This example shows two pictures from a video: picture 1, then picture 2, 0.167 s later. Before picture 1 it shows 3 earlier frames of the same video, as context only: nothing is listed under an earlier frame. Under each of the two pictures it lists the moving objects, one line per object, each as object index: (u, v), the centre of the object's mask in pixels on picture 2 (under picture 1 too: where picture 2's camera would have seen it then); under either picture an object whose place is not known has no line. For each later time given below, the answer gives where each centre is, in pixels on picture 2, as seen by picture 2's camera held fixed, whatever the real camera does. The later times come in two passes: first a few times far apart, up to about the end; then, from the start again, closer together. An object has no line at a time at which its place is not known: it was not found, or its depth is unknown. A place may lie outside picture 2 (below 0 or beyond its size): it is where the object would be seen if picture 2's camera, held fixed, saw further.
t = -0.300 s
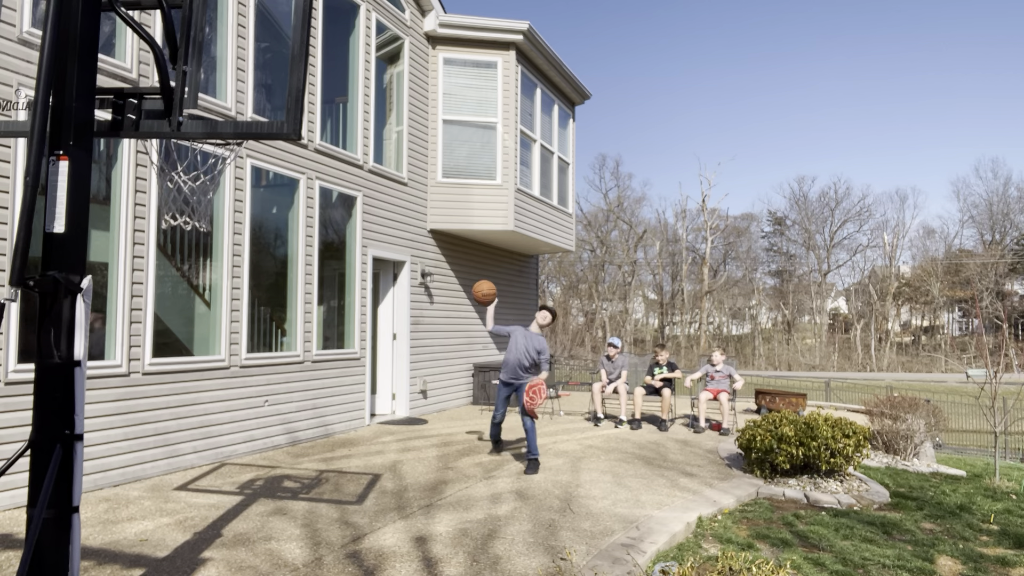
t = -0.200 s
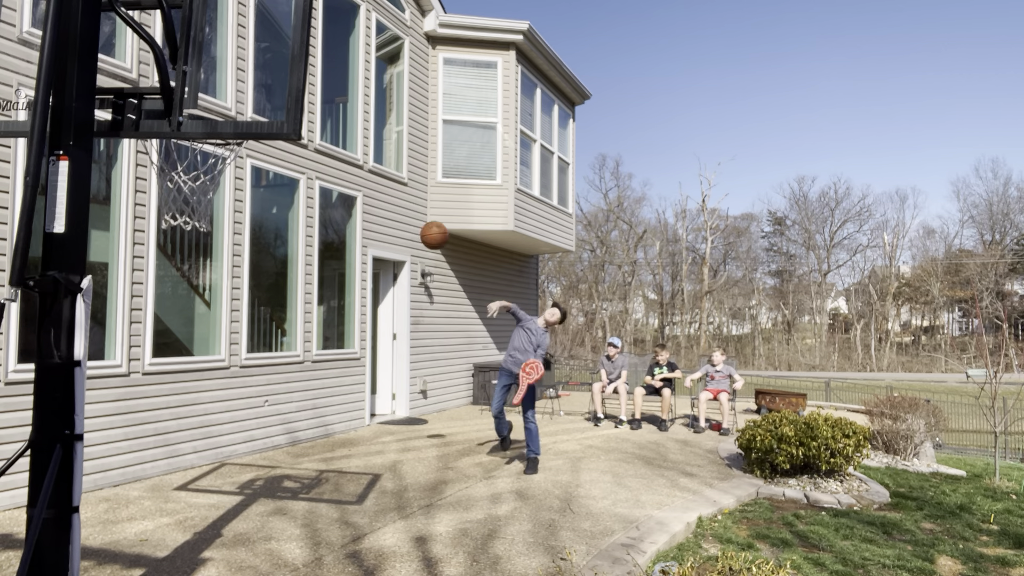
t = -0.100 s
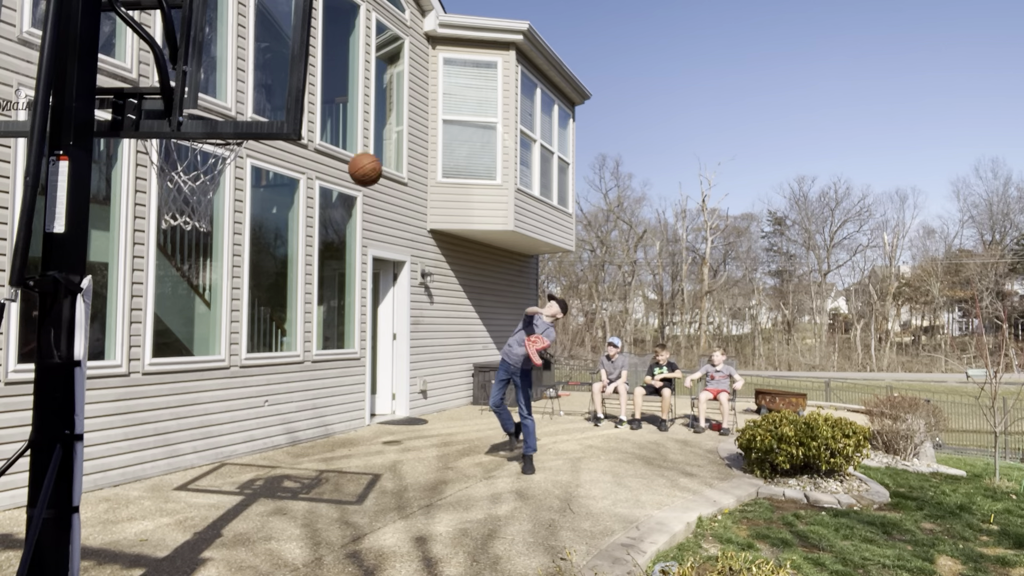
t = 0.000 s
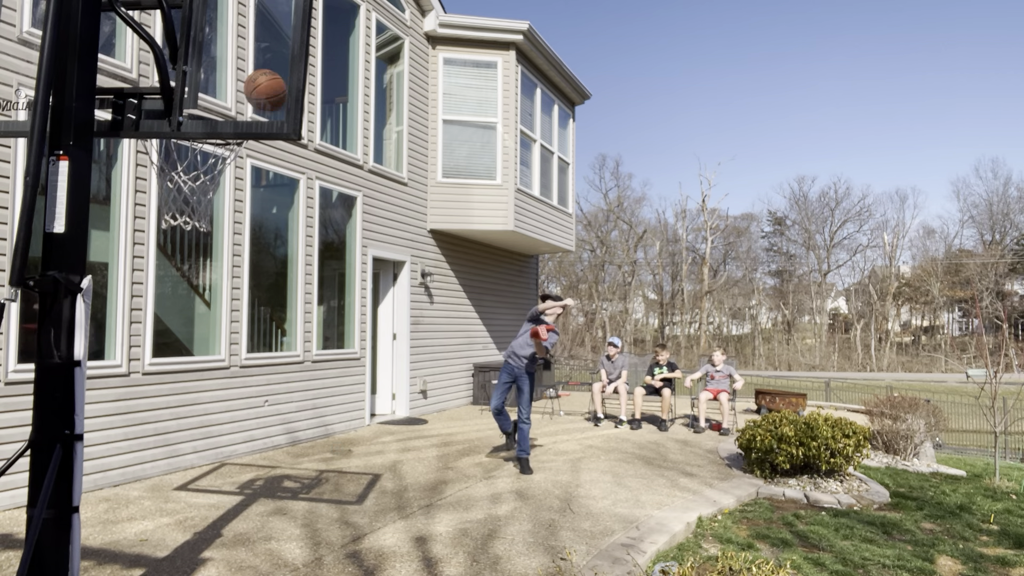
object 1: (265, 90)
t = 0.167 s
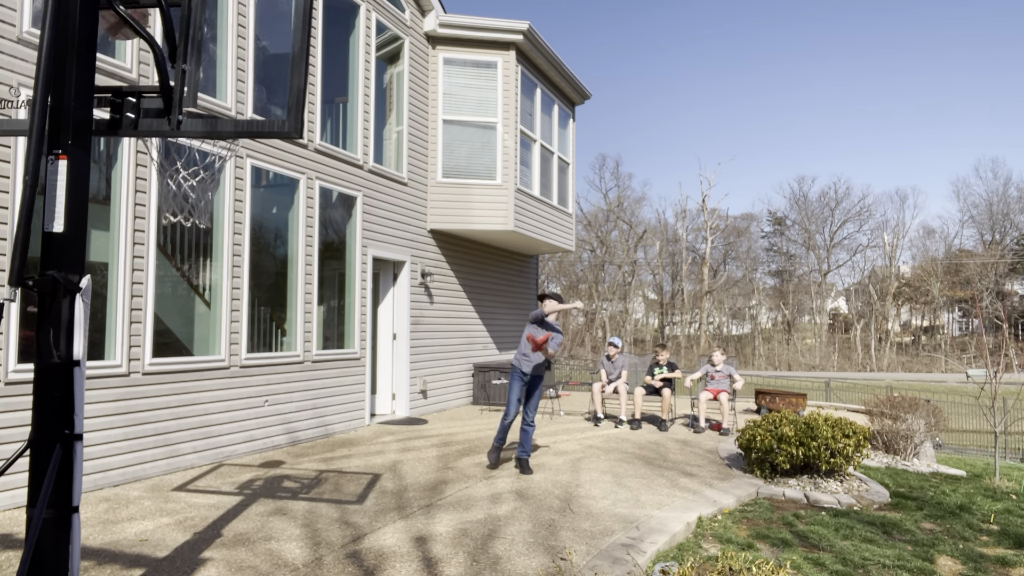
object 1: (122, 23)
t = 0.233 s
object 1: (147, 60)
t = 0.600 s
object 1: (269, 316)
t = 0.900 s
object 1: (317, 392)
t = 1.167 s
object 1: (348, 294)
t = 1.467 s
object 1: (374, 282)
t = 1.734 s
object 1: (392, 335)
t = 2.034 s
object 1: (409, 385)
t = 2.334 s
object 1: (437, 353)
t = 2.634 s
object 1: (466, 391)
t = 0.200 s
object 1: (136, 38)
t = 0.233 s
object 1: (147, 60)
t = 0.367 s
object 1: (209, 155)
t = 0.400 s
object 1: (220, 176)
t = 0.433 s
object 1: (231, 200)
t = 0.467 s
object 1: (239, 223)
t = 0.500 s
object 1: (248, 246)
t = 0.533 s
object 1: (256, 269)
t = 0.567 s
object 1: (263, 292)
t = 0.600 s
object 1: (269, 316)
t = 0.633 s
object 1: (276, 340)
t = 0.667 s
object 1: (282, 363)
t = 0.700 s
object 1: (288, 387)
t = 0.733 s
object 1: (293, 411)
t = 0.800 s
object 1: (303, 457)
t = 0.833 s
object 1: (308, 434)
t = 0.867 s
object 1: (313, 412)
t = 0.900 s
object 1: (317, 392)
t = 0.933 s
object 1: (322, 374)
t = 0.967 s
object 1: (326, 358)
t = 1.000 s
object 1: (330, 343)
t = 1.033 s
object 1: (334, 330)
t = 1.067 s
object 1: (338, 319)
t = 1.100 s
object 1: (341, 309)
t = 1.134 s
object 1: (345, 301)
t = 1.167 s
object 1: (348, 294)
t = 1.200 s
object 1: (352, 288)
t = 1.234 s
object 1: (355, 284)
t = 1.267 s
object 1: (358, 280)
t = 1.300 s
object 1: (361, 278)
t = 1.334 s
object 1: (364, 277)
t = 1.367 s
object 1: (367, 277)
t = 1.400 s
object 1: (369, 277)
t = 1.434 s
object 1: (372, 279)
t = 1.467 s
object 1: (374, 282)
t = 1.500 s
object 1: (377, 286)
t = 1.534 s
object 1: (379, 290)
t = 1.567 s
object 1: (381, 296)
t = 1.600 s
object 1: (383, 302)
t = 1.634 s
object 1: (386, 309)
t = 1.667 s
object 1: (388, 317)
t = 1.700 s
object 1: (390, 325)
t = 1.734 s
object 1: (392, 335)
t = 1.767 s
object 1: (394, 344)
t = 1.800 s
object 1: (396, 355)
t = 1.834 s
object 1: (398, 366)
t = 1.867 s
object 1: (400, 378)
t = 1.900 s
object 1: (401, 391)
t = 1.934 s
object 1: (403, 404)
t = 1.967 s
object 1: (405, 406)
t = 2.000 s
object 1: (407, 395)
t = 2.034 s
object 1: (409, 385)
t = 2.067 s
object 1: (412, 378)
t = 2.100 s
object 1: (415, 372)
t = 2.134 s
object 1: (418, 367)
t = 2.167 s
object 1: (421, 363)
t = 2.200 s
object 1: (424, 359)
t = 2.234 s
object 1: (427, 357)
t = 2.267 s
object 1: (431, 355)
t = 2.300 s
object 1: (434, 354)
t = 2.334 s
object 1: (437, 353)
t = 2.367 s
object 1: (440, 354)
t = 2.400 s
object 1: (443, 355)
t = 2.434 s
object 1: (447, 358)
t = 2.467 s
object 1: (450, 361)
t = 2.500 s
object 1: (453, 365)
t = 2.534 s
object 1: (456, 370)
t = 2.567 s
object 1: (459, 377)
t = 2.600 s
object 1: (463, 383)
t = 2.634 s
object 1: (466, 391)
